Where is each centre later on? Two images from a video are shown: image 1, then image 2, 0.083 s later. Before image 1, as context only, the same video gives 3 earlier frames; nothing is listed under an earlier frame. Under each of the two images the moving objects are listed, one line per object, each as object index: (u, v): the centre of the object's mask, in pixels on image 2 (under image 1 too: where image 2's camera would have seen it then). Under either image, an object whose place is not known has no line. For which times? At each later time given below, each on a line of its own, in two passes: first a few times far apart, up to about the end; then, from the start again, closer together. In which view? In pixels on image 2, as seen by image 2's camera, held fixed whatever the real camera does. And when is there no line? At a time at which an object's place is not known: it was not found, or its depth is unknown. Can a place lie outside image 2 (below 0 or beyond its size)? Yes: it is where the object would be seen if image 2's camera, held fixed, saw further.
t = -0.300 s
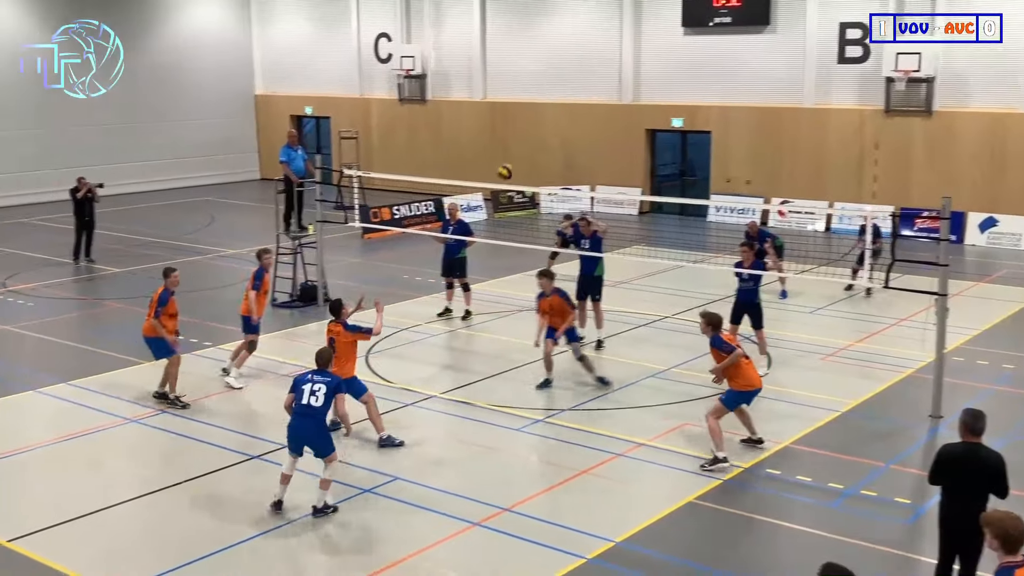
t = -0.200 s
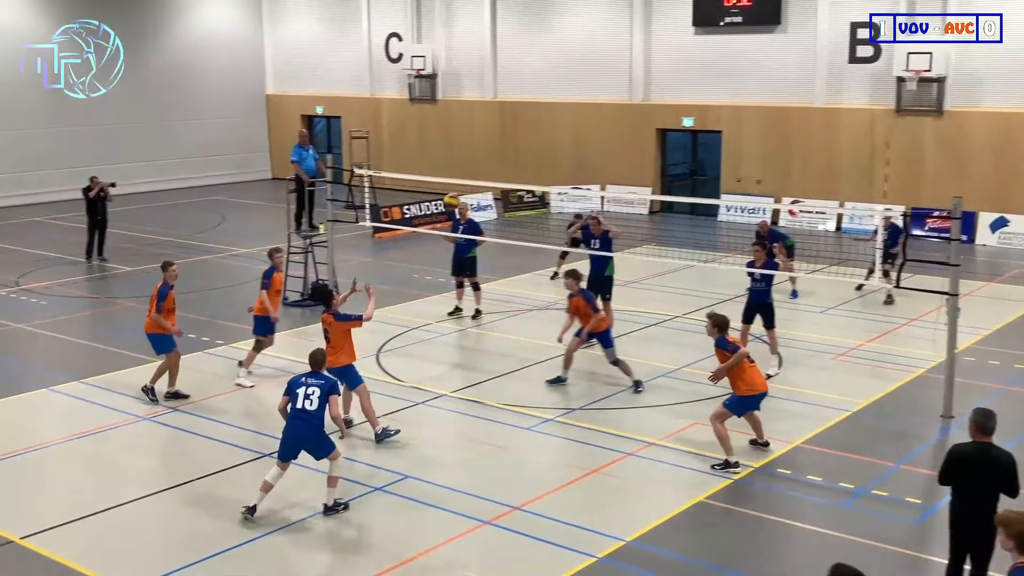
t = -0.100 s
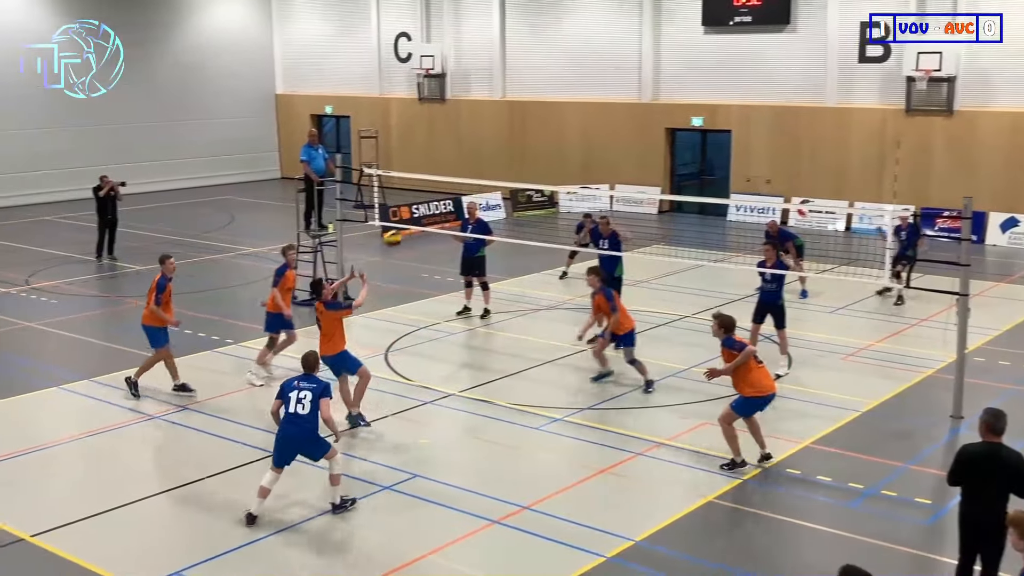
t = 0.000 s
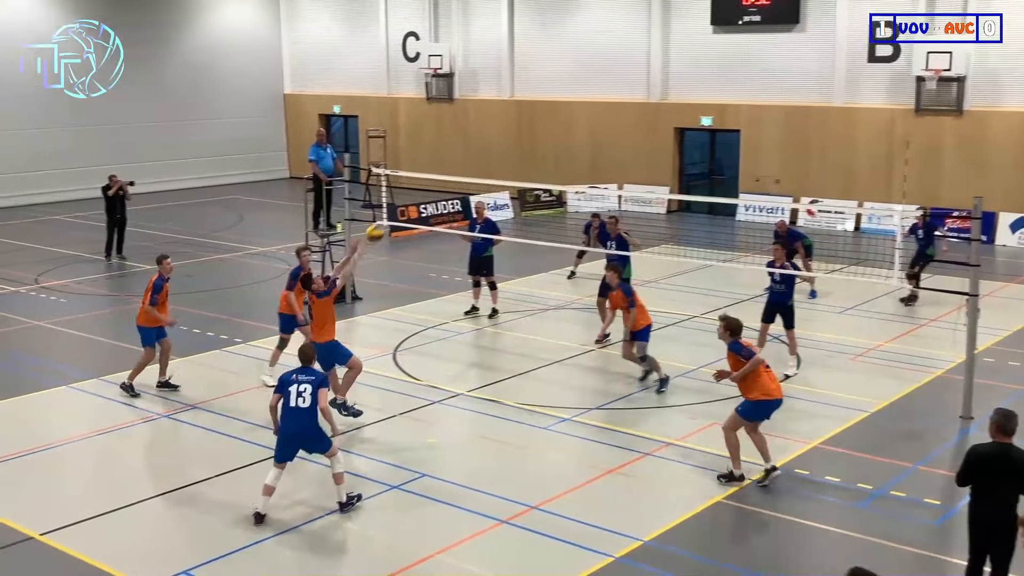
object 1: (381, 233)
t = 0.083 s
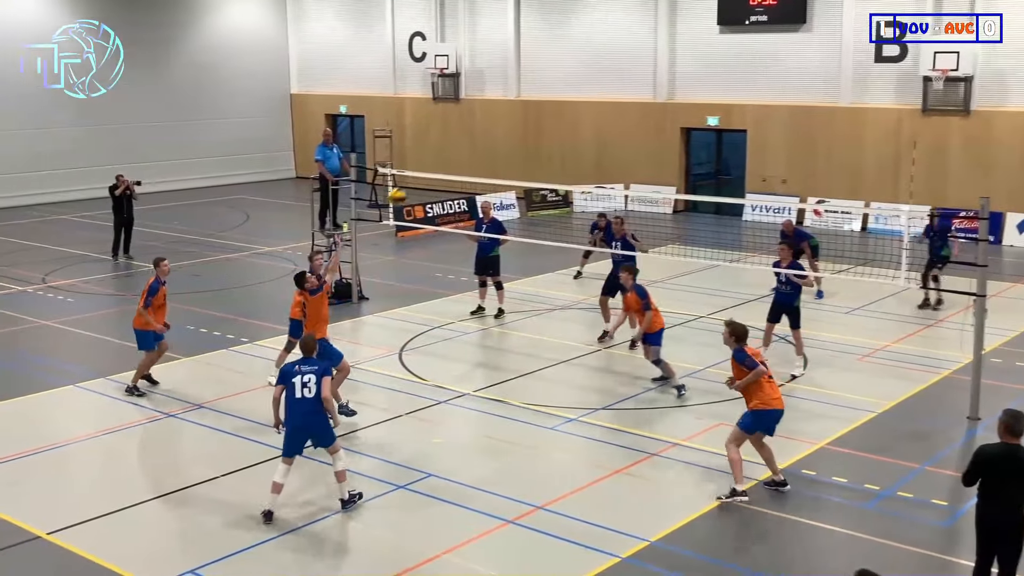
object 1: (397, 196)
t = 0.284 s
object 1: (432, 139)
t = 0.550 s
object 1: (484, 109)
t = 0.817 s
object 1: (533, 140)
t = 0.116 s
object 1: (400, 188)
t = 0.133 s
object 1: (403, 182)
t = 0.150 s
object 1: (406, 177)
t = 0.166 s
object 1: (410, 170)
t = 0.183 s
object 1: (413, 166)
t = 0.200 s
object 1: (417, 160)
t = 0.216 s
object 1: (419, 156)
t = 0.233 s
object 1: (423, 151)
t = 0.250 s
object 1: (426, 147)
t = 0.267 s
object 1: (429, 143)
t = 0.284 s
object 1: (432, 139)
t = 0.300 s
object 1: (436, 135)
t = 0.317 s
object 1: (439, 131)
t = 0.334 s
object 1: (442, 128)
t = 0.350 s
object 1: (446, 125)
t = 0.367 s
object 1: (449, 122)
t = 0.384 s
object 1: (453, 120)
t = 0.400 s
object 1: (456, 118)
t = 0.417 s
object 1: (459, 116)
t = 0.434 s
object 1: (462, 114)
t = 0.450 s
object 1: (465, 113)
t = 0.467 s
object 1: (468, 111)
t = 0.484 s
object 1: (471, 110)
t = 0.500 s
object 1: (475, 110)
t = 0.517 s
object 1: (478, 109)
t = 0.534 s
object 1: (481, 109)
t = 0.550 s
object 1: (484, 109)
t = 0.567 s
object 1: (487, 110)
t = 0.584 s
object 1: (490, 110)
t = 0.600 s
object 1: (493, 111)
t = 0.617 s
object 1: (496, 112)
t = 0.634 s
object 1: (499, 113)
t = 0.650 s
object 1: (503, 114)
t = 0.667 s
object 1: (506, 116)
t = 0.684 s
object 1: (509, 118)
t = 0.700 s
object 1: (512, 120)
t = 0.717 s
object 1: (515, 122)
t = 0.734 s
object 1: (518, 124)
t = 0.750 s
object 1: (521, 127)
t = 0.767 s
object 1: (524, 130)
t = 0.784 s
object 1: (527, 133)
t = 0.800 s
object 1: (530, 136)
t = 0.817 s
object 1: (533, 140)
